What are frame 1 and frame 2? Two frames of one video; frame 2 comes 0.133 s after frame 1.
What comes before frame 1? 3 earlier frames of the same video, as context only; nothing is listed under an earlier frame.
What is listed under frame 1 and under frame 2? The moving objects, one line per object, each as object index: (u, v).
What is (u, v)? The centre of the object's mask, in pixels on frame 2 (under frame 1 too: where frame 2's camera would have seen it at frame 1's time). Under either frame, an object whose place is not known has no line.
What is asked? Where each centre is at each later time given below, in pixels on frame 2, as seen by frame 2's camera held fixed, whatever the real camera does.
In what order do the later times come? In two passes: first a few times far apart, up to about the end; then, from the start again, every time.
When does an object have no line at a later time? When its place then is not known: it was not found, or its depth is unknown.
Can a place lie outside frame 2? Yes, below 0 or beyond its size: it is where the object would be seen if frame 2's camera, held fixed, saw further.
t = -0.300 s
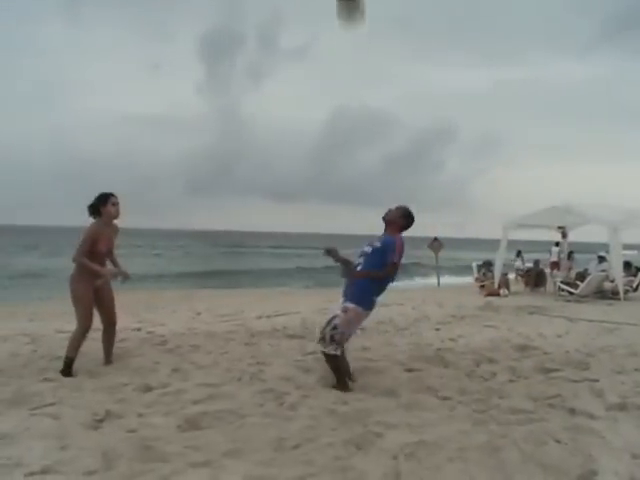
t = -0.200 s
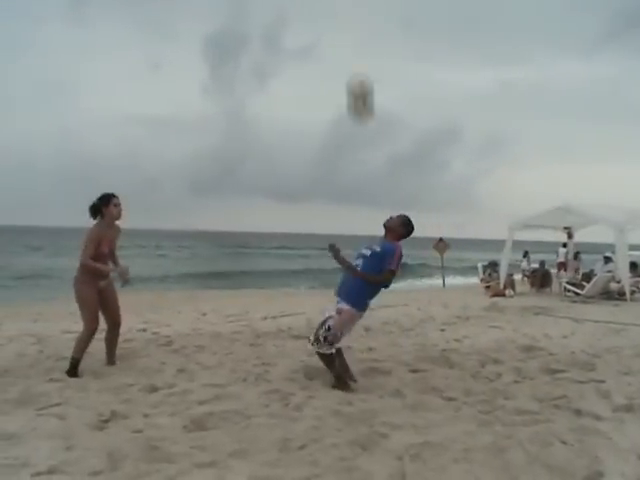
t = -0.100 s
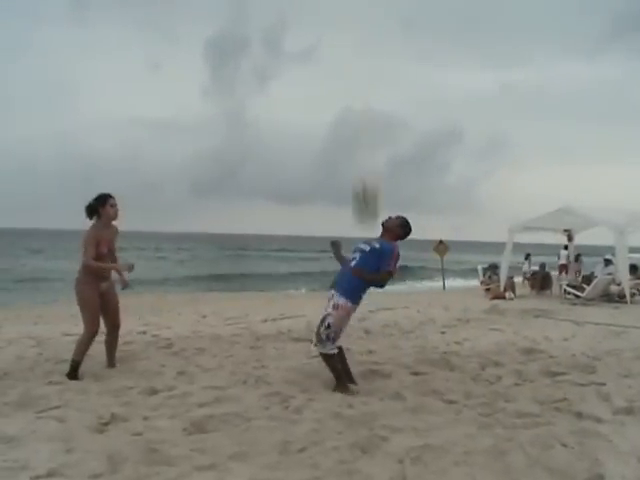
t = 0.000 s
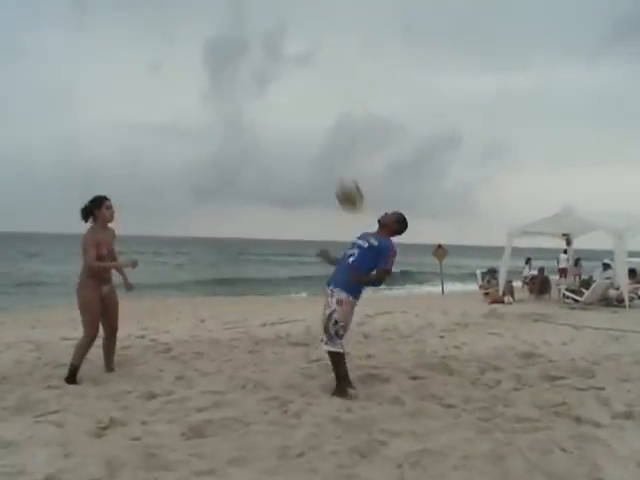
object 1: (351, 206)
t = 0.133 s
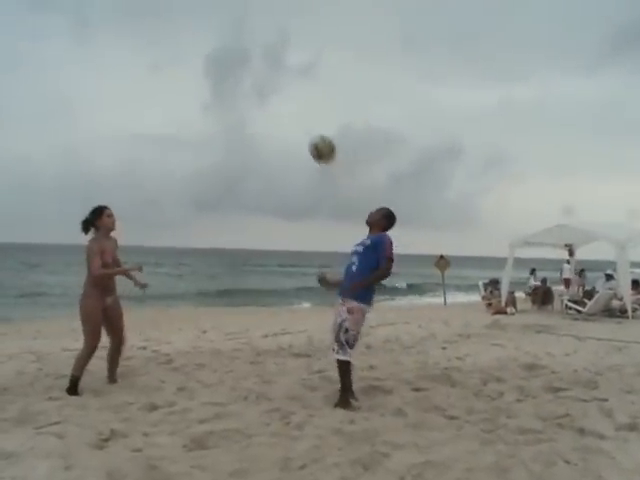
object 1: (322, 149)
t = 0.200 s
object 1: (308, 129)
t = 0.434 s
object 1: (257, 103)
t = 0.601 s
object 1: (221, 124)
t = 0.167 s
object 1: (315, 138)
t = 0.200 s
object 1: (308, 129)
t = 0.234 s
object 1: (301, 122)
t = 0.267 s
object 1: (294, 115)
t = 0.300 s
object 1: (287, 110)
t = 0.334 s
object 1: (279, 107)
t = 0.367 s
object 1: (272, 104)
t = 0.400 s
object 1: (265, 103)
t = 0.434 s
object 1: (257, 103)
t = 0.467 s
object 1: (250, 105)
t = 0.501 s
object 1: (243, 108)
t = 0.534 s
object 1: (235, 112)
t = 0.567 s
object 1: (228, 118)
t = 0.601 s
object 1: (221, 124)
